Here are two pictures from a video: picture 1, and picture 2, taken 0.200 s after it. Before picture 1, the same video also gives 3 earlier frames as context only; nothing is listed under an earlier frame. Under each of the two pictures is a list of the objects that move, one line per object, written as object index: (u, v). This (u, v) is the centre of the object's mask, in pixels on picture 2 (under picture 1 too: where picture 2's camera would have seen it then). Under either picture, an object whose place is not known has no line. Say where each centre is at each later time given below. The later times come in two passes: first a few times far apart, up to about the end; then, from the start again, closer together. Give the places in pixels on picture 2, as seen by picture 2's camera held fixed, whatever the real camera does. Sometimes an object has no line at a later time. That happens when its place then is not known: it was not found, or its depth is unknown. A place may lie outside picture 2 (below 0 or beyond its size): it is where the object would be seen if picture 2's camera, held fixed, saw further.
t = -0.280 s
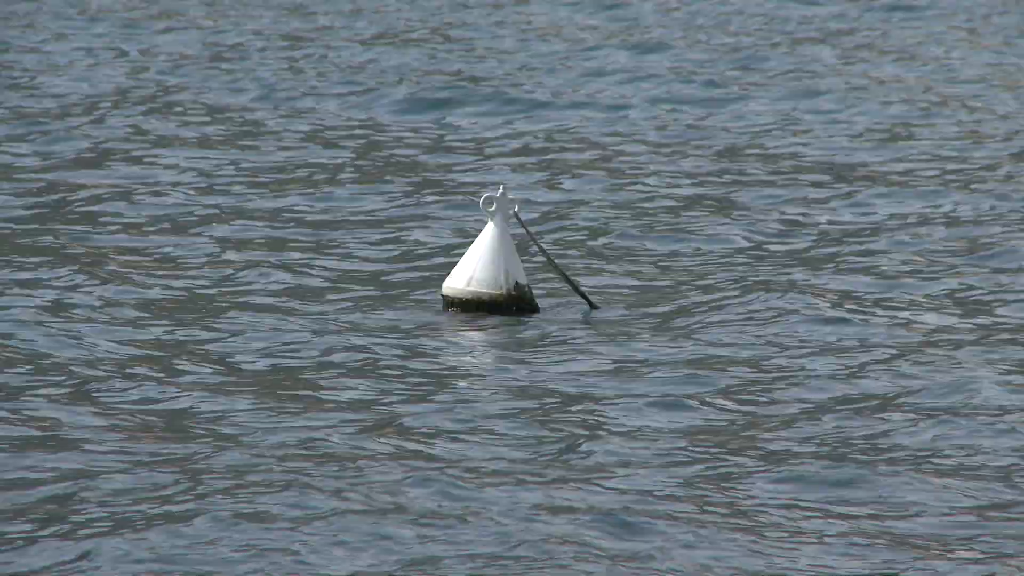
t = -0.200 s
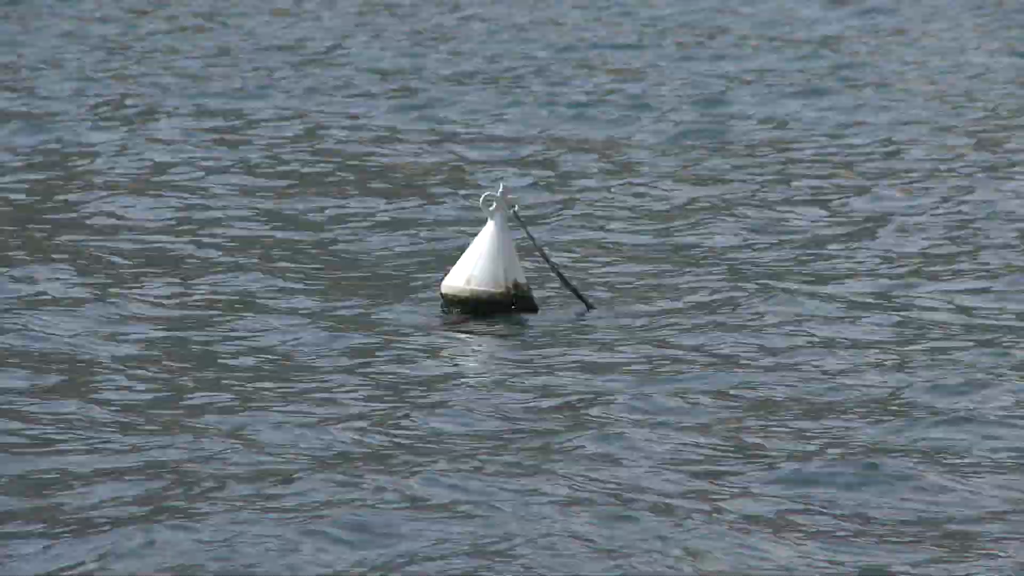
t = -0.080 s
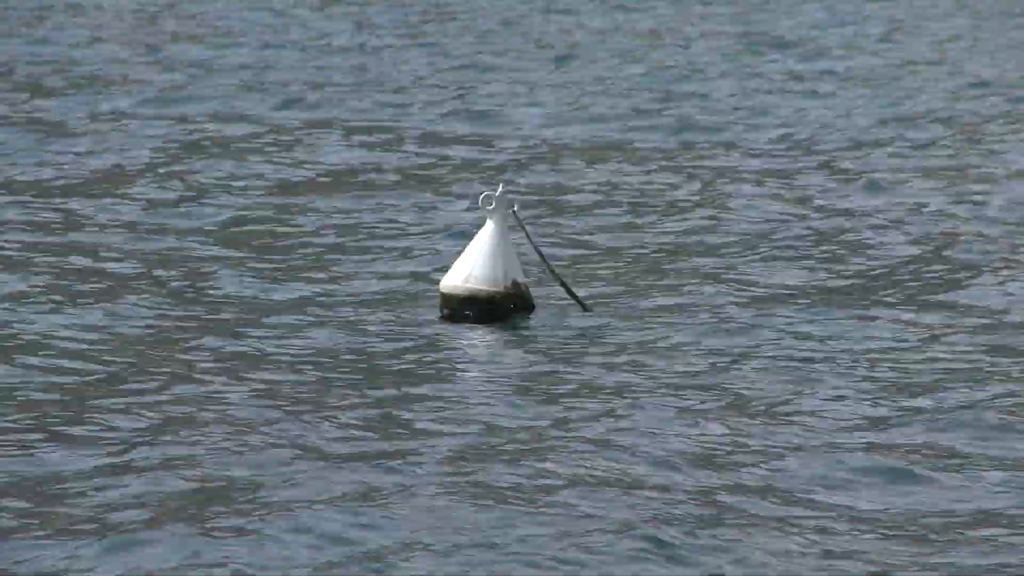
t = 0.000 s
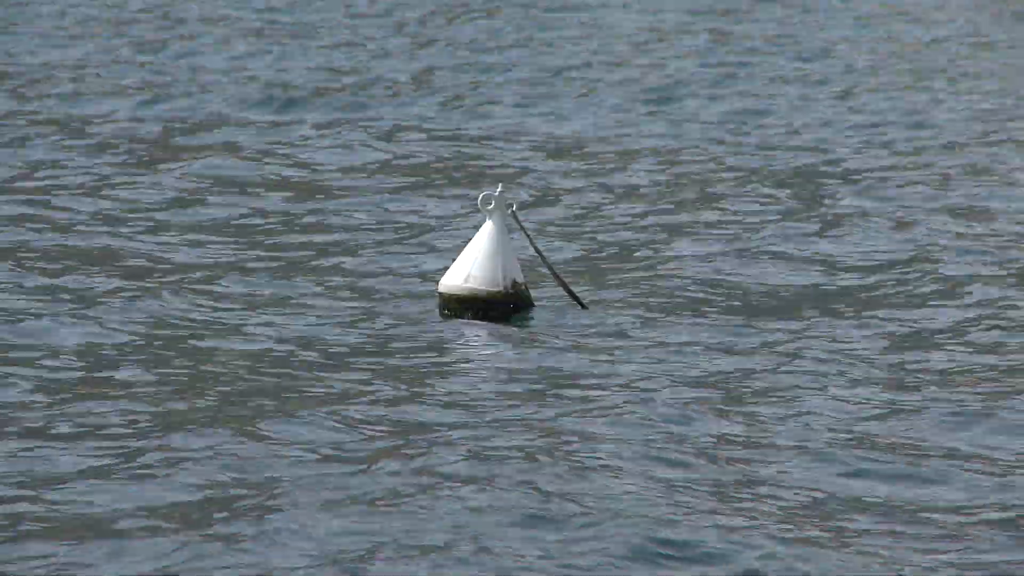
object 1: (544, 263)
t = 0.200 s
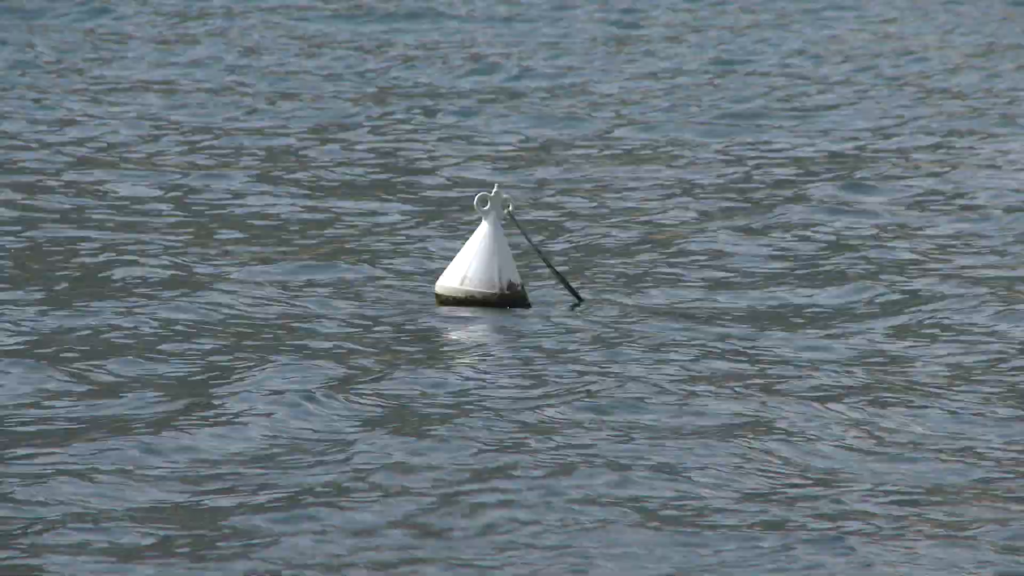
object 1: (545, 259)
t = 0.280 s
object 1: (544, 259)
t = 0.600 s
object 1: (533, 263)
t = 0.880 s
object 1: (530, 256)
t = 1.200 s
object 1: (544, 263)
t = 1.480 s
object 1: (547, 272)
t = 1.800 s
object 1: (537, 260)
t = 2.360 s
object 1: (550, 269)
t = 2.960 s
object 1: (543, 260)
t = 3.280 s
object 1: (532, 264)
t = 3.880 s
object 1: (552, 269)
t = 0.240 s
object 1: (545, 259)
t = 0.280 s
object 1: (544, 259)
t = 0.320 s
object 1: (546, 262)
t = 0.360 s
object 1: (546, 264)
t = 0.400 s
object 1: (544, 265)
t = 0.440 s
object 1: (544, 266)
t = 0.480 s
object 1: (540, 264)
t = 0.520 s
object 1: (535, 261)
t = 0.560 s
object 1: (533, 261)
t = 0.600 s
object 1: (533, 263)
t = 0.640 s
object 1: (531, 263)
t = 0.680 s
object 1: (530, 261)
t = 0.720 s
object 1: (530, 260)
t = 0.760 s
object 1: (531, 261)
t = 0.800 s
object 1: (531, 260)
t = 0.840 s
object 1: (531, 260)
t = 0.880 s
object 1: (530, 256)
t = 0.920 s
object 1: (533, 258)
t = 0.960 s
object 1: (535, 258)
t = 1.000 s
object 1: (538, 258)
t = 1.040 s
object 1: (541, 261)
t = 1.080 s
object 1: (542, 261)
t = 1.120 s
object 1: (542, 260)
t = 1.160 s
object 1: (544, 262)
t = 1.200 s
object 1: (544, 263)
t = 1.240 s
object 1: (544, 261)
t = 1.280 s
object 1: (549, 267)
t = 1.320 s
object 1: (553, 271)
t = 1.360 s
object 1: (552, 270)
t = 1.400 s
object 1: (552, 272)
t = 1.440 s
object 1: (549, 272)
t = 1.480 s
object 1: (547, 272)
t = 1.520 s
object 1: (543, 271)
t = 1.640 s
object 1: (533, 265)
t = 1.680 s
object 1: (532, 264)
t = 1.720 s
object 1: (533, 264)
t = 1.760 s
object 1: (535, 261)
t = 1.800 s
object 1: (537, 260)
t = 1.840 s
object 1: (539, 255)
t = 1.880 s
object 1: (542, 253)
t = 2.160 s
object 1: (549, 259)
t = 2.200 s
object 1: (550, 260)
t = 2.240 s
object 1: (550, 262)
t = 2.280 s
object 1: (552, 266)
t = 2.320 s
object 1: (552, 266)
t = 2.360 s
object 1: (550, 269)
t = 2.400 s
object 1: (547, 271)
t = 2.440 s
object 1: (544, 272)
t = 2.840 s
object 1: (530, 259)
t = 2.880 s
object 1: (535, 258)
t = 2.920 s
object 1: (539, 260)
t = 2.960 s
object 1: (543, 260)
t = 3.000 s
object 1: (546, 261)
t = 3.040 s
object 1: (546, 260)
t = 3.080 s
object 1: (549, 263)
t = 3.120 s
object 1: (550, 265)
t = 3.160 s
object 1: (548, 266)
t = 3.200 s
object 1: (544, 268)
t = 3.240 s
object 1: (537, 263)
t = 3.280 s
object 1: (532, 264)
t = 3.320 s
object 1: (528, 262)
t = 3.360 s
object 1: (525, 263)
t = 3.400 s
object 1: (521, 259)
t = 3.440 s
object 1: (519, 259)
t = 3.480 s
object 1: (519, 260)
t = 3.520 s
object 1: (519, 260)
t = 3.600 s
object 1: (523, 262)
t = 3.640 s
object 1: (526, 261)
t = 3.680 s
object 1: (530, 260)
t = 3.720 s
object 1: (535, 261)
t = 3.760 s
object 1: (541, 264)
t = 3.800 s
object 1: (547, 264)
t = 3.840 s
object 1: (549, 266)
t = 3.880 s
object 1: (552, 269)
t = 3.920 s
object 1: (549, 268)
